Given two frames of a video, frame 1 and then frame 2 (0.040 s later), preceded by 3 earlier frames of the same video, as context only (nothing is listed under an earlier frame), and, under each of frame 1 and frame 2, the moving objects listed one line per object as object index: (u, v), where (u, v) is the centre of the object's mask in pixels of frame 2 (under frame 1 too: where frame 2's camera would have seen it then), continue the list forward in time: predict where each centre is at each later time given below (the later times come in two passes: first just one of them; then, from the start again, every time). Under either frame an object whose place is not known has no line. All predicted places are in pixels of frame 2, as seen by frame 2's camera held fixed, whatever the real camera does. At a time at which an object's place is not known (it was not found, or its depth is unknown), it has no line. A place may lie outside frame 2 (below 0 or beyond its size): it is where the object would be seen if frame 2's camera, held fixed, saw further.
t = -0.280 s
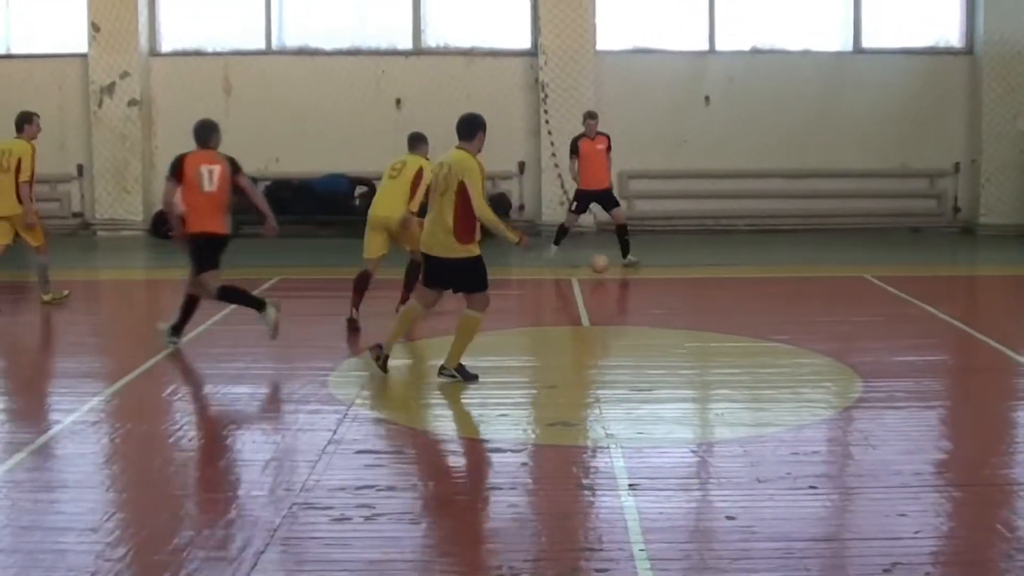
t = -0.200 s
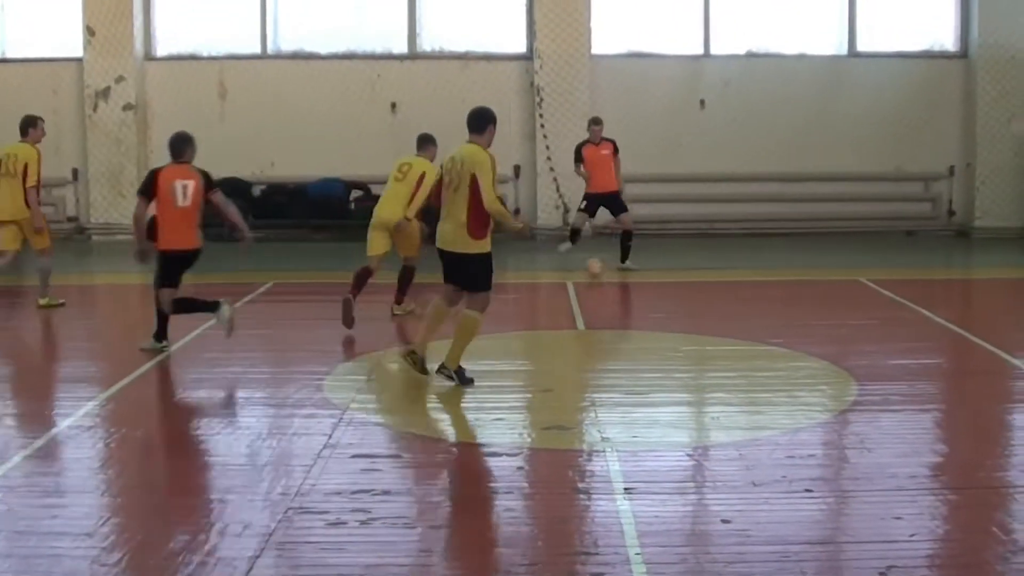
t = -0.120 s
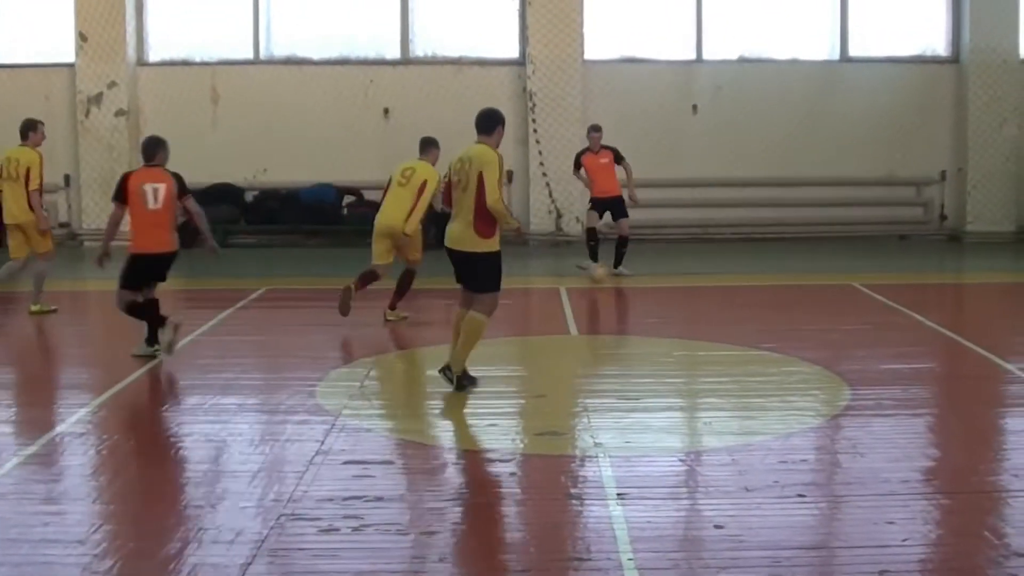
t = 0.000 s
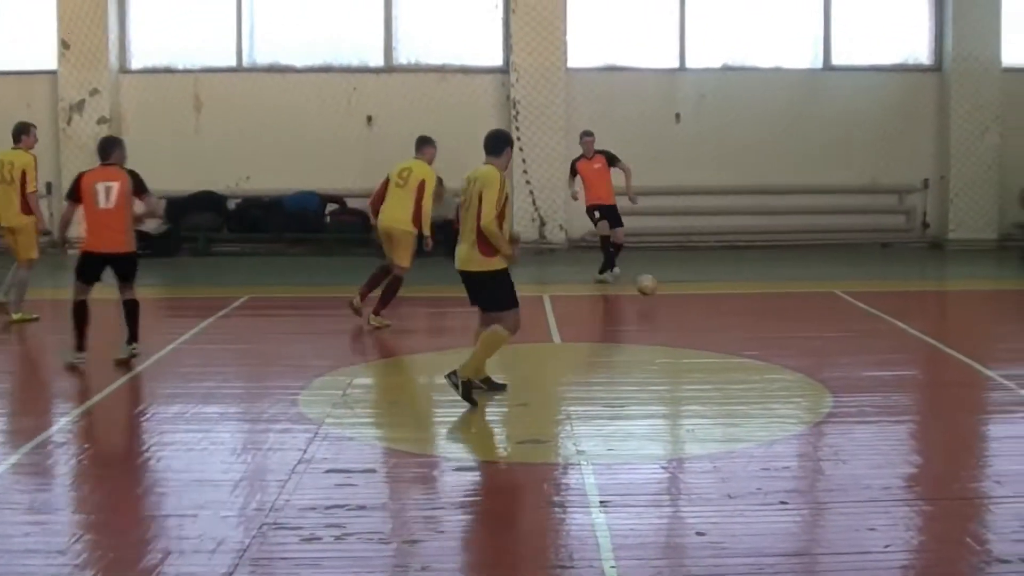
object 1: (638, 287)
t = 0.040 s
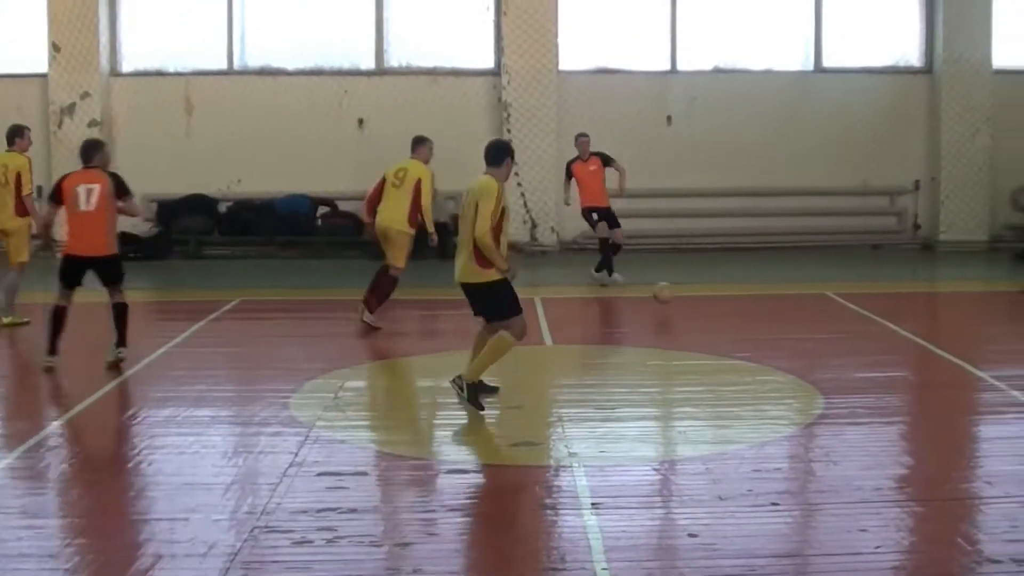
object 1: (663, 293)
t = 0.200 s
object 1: (770, 320)
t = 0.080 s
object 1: (688, 300)
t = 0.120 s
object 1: (714, 310)
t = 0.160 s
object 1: (743, 318)
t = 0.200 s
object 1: (770, 320)
